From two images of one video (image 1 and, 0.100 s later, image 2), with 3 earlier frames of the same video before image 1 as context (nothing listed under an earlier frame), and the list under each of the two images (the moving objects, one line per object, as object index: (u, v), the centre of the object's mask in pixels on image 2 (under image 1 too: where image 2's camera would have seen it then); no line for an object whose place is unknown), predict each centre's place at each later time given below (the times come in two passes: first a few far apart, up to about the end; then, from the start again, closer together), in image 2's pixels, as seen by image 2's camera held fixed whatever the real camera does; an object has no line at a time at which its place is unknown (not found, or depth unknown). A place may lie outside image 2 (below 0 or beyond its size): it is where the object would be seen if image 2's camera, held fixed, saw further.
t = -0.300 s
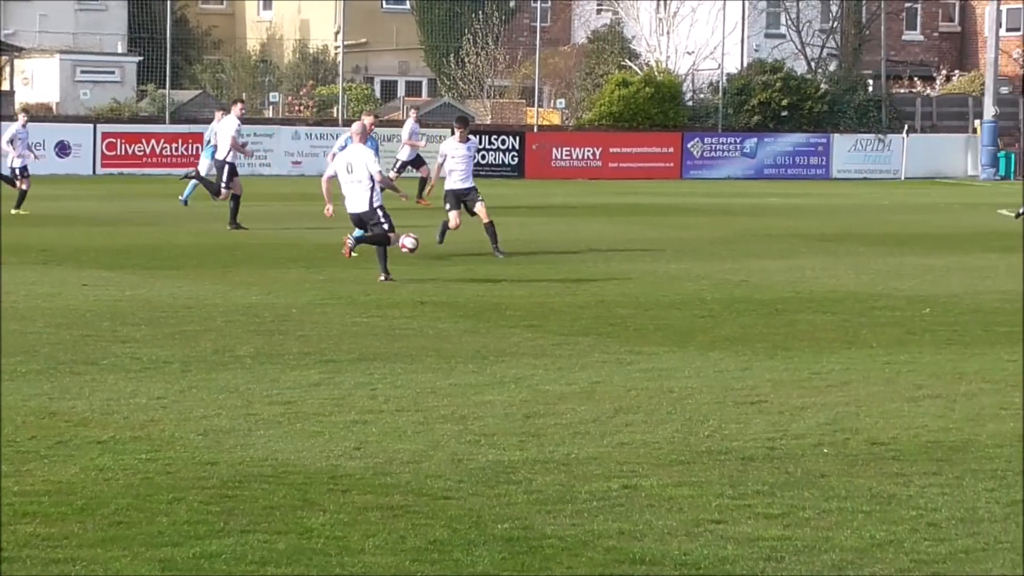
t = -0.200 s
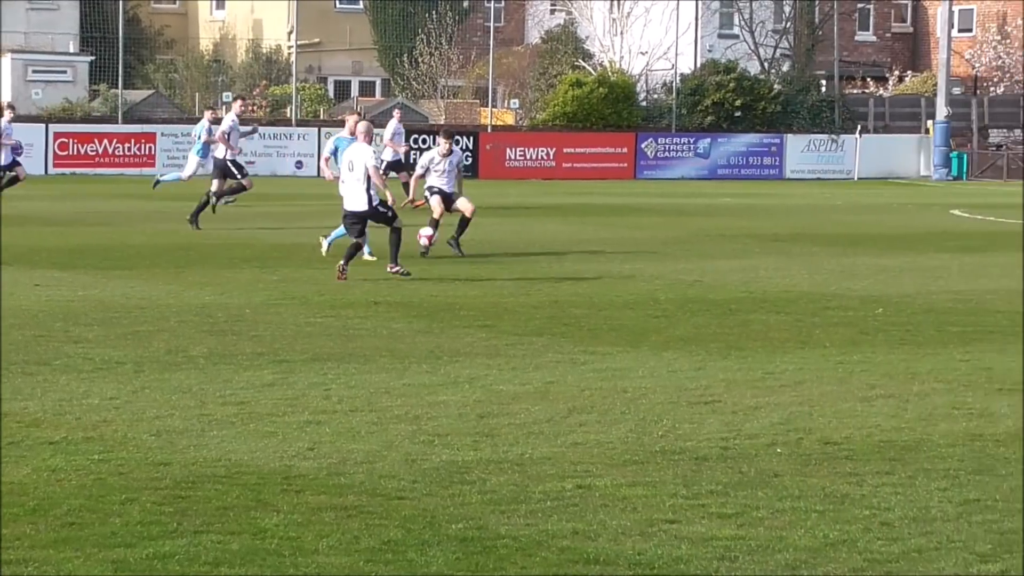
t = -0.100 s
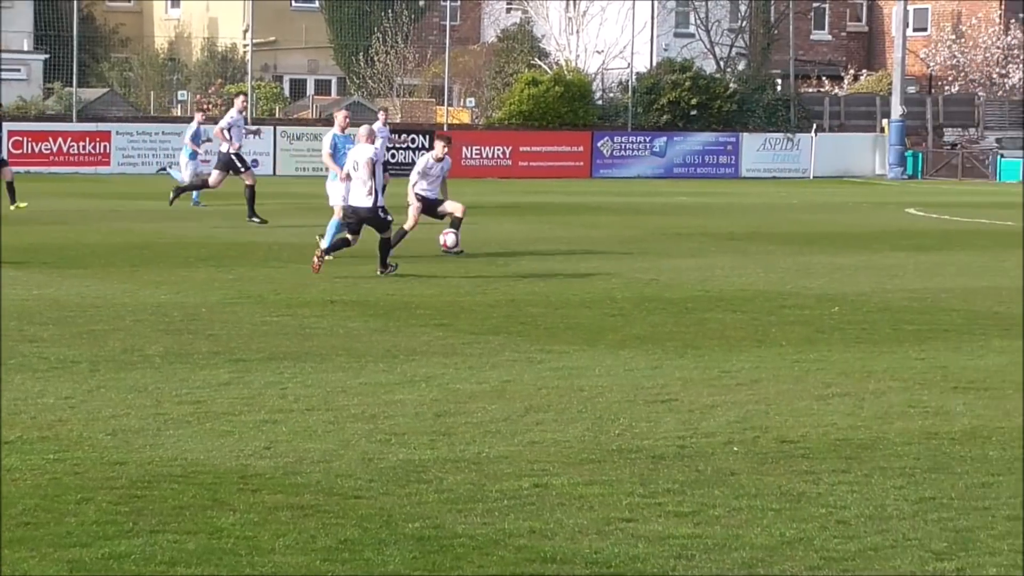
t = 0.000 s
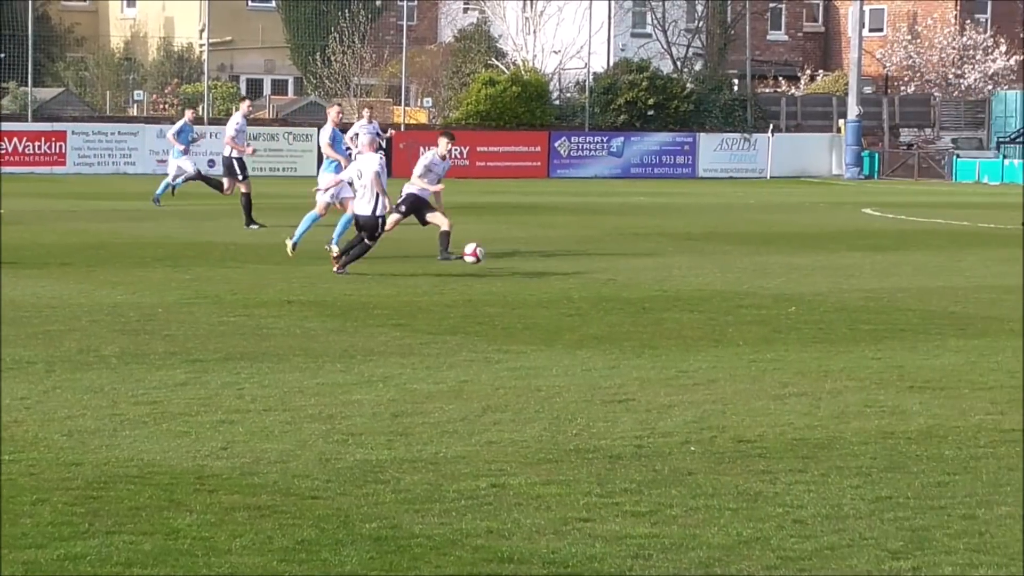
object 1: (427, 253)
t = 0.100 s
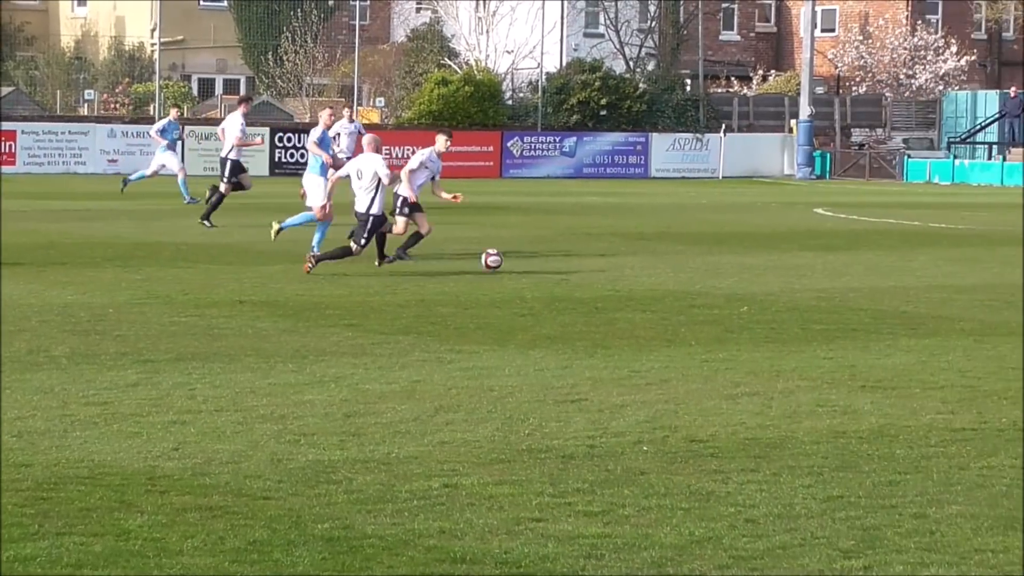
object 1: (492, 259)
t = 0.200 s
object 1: (556, 262)
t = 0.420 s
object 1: (702, 277)
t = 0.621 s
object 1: (842, 282)
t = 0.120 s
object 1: (505, 259)
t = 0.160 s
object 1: (530, 260)
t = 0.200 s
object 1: (556, 262)
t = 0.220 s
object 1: (569, 264)
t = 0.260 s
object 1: (595, 269)
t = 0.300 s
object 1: (621, 270)
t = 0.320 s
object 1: (635, 271)
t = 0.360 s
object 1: (661, 271)
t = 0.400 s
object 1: (688, 275)
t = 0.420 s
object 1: (702, 277)
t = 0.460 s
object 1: (729, 278)
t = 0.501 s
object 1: (757, 279)
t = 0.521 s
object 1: (770, 280)
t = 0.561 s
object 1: (799, 282)
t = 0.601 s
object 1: (827, 282)
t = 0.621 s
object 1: (842, 282)
